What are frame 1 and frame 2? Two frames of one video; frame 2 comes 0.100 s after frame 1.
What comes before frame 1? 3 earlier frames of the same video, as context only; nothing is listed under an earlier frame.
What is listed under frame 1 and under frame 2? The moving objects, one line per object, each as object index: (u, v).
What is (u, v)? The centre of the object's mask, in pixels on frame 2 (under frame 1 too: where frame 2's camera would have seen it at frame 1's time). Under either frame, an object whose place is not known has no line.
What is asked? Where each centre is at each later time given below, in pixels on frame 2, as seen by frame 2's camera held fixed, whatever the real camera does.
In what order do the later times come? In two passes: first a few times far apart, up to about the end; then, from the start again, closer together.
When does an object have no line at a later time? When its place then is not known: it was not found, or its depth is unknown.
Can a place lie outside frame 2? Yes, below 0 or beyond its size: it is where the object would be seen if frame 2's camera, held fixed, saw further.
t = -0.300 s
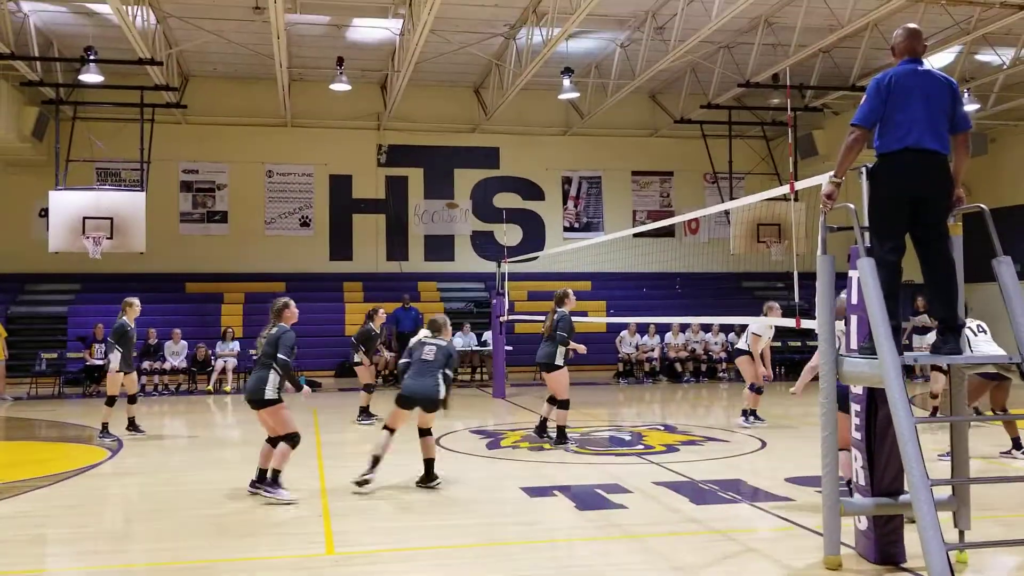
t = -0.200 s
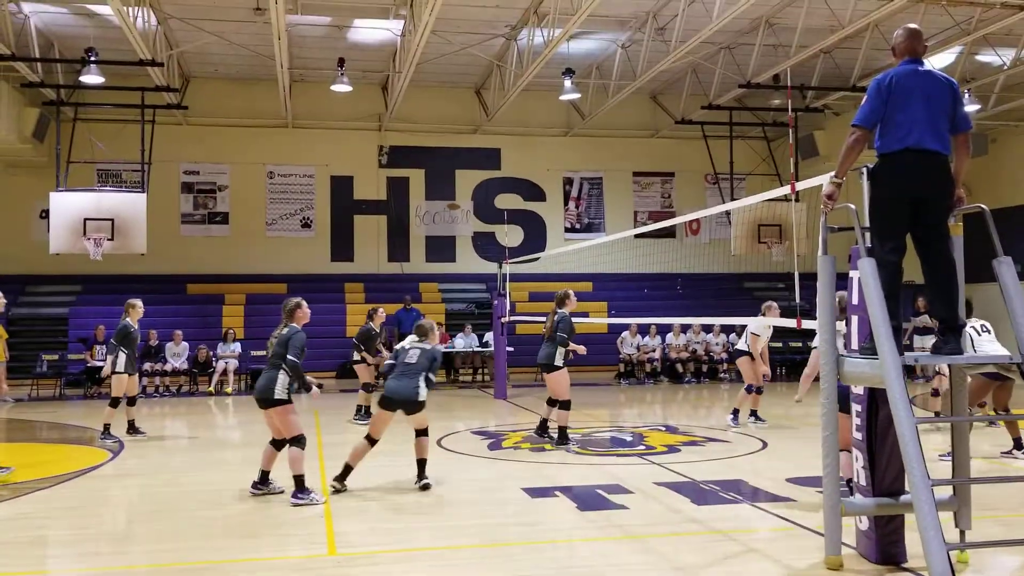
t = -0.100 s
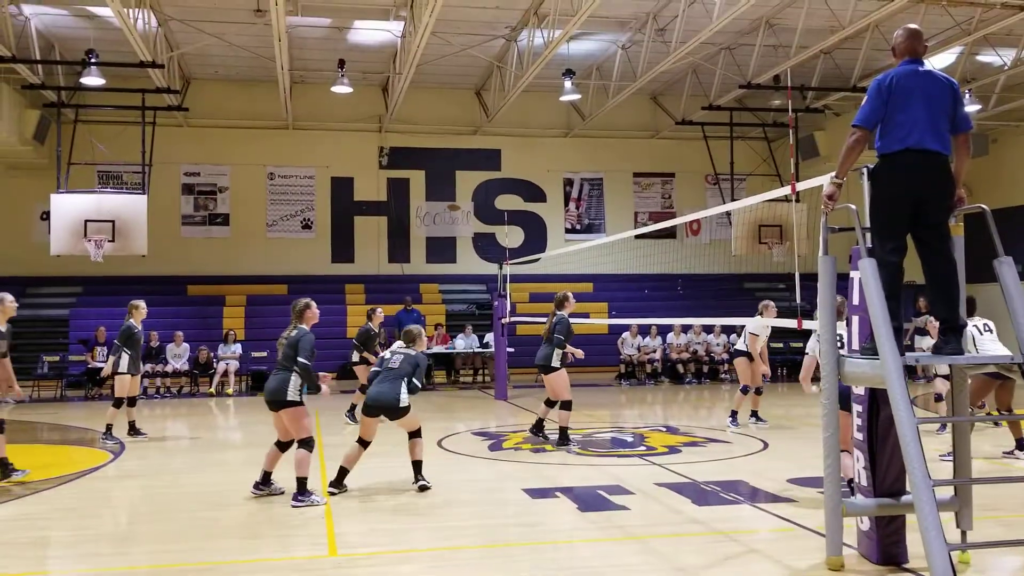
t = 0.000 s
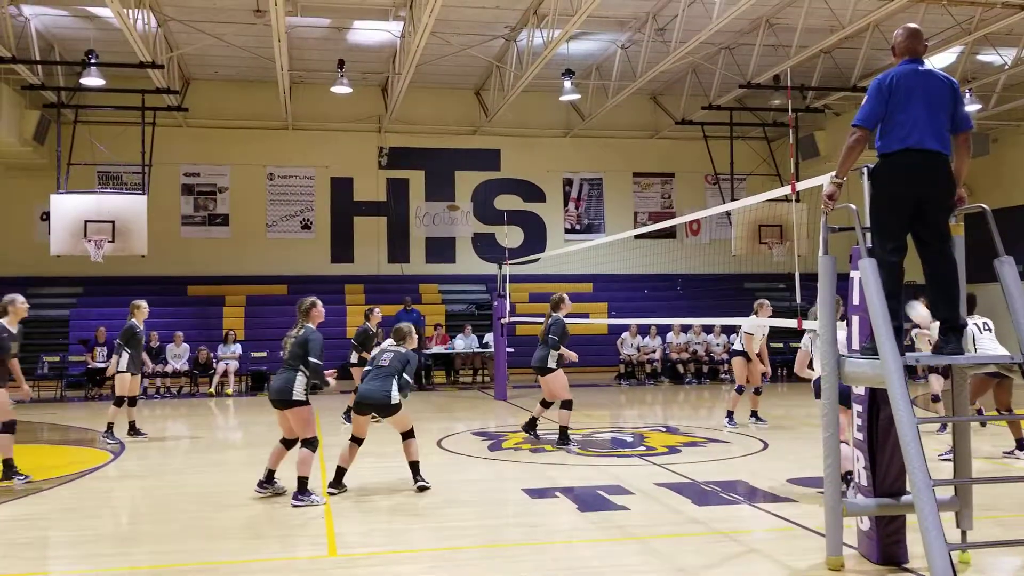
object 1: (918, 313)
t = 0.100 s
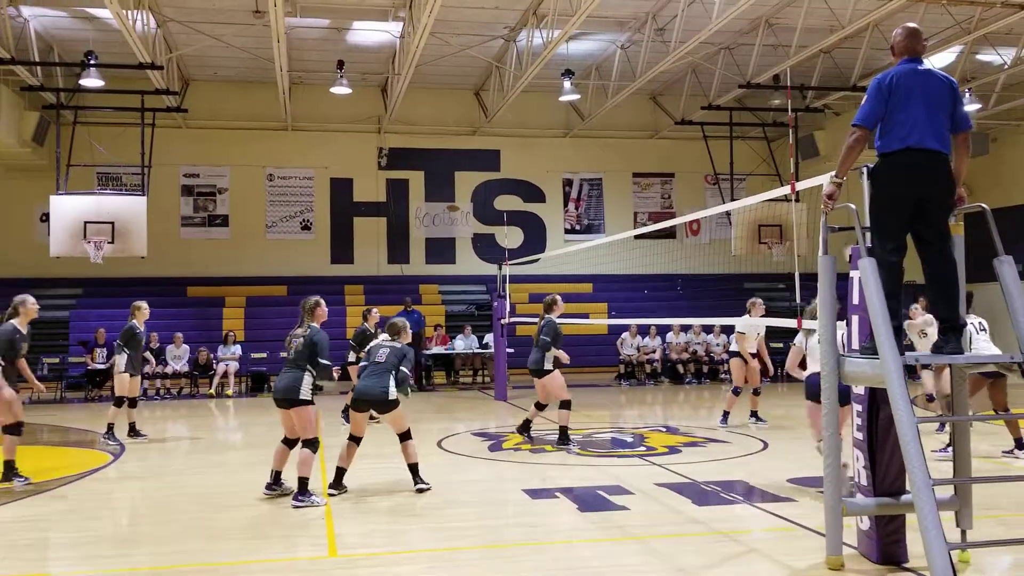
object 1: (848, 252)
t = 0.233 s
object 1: (778, 194)
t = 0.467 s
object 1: (641, 120)
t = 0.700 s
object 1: (506, 89)
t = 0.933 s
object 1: (375, 107)
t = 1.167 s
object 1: (248, 170)
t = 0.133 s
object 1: (839, 242)
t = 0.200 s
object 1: (797, 209)
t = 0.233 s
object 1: (778, 194)
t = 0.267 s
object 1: (757, 181)
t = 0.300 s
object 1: (737, 169)
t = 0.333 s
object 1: (718, 158)
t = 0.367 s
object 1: (698, 147)
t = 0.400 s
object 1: (679, 137)
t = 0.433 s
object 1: (660, 128)
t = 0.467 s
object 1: (641, 120)
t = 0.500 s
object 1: (621, 113)
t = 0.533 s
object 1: (602, 107)
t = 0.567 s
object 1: (583, 102)
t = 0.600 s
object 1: (563, 97)
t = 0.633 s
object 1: (544, 94)
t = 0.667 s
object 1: (525, 91)
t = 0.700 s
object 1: (506, 89)
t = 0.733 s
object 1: (486, 90)
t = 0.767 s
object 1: (467, 91)
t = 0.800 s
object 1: (449, 92)
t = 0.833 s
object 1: (430, 94)
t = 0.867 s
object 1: (412, 98)
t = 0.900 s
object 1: (395, 101)
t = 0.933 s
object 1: (375, 107)
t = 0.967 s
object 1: (357, 113)
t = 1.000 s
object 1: (338, 120)
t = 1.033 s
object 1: (321, 128)
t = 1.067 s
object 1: (303, 137)
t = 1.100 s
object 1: (285, 147)
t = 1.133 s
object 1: (266, 158)
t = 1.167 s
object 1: (248, 170)
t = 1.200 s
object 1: (231, 182)
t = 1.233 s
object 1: (211, 197)
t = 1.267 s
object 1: (193, 212)
